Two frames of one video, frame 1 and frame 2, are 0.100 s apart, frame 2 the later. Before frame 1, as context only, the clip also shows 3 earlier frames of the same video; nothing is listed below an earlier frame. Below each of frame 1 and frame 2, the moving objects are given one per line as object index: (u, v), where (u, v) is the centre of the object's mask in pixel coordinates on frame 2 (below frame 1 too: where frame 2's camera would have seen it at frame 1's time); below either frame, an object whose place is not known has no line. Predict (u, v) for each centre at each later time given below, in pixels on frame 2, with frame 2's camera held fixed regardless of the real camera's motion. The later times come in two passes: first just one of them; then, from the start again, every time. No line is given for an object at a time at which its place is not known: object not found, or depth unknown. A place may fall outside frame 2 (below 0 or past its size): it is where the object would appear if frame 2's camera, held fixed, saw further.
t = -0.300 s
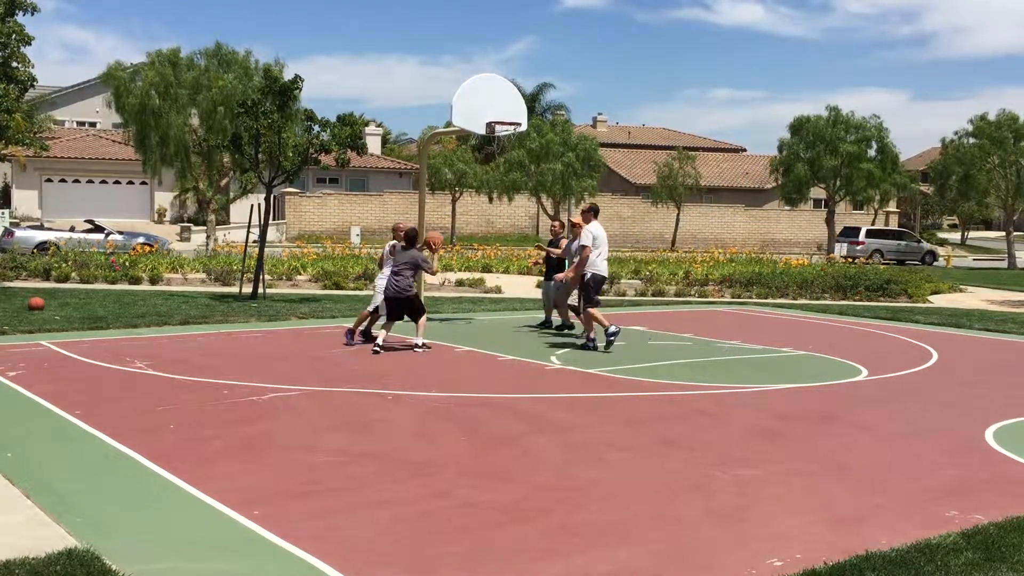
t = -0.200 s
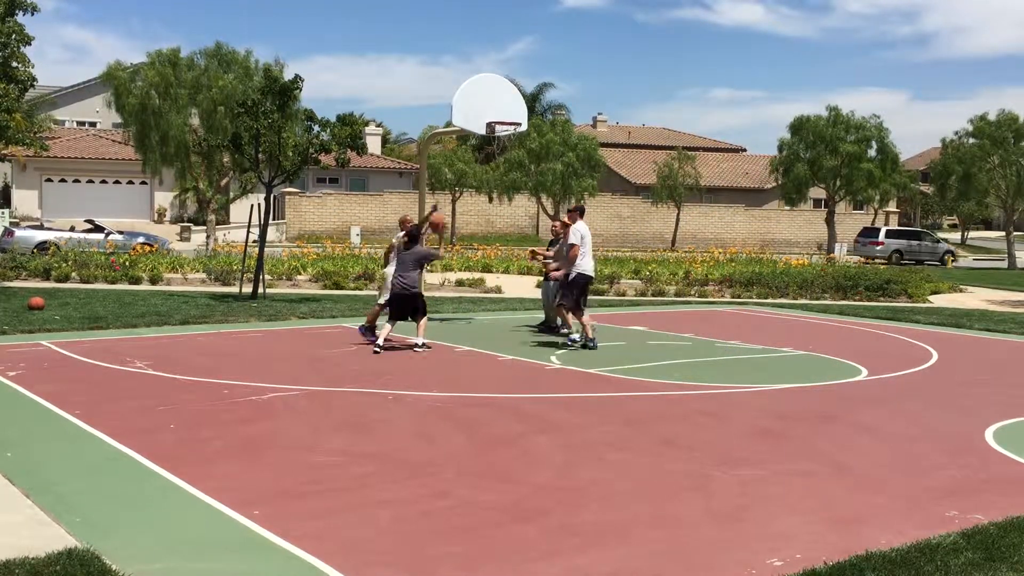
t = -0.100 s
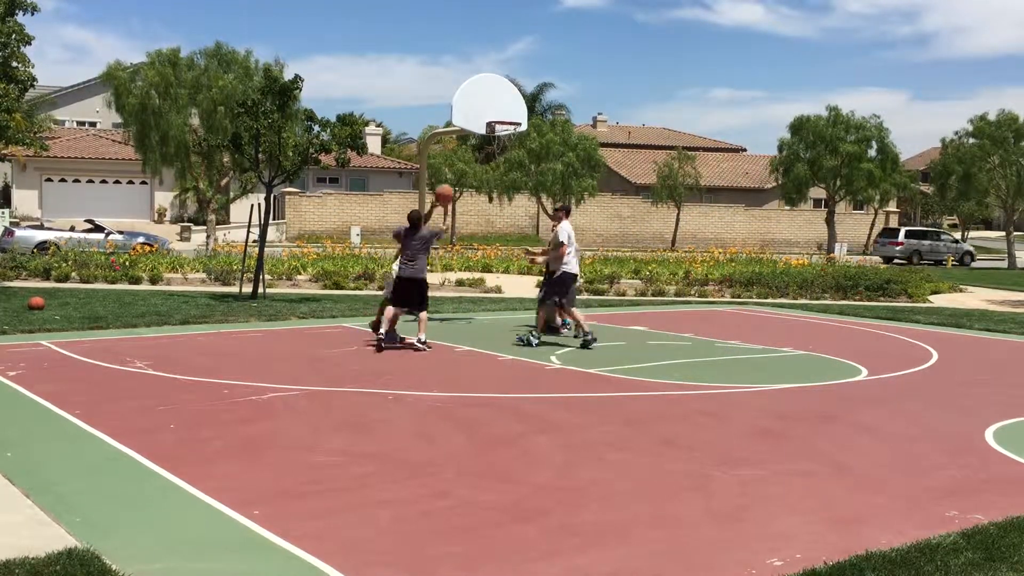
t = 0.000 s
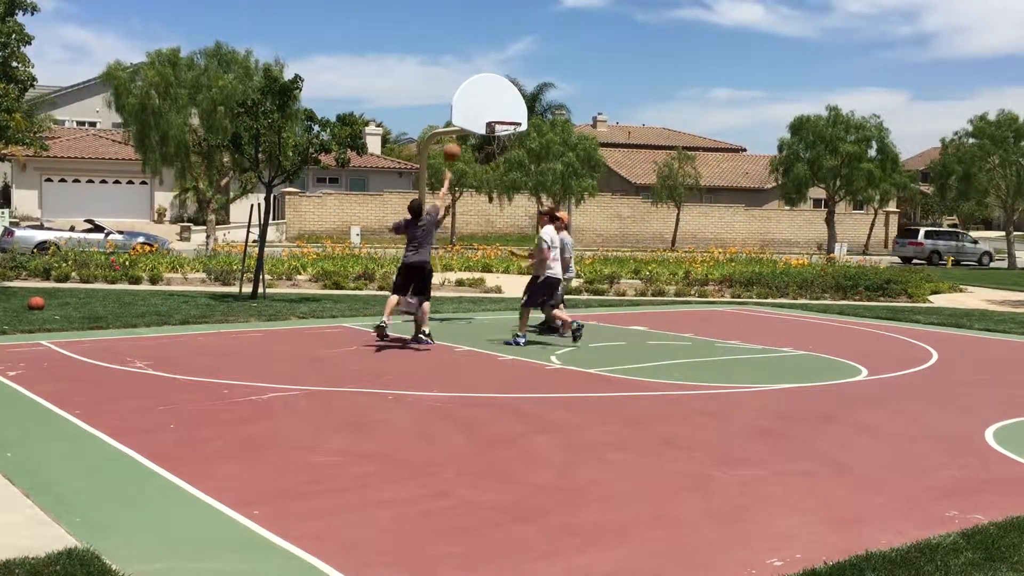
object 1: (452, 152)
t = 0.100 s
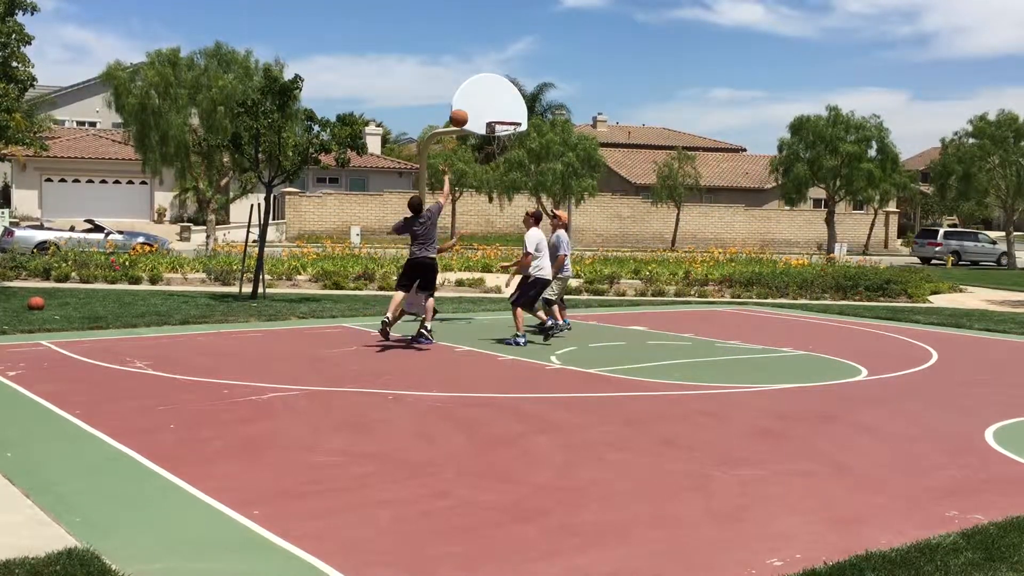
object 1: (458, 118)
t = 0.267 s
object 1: (470, 81)
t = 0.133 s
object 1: (461, 109)
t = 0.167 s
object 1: (463, 101)
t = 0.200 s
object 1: (466, 93)
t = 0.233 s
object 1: (468, 86)
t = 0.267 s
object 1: (470, 81)
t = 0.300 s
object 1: (472, 76)
